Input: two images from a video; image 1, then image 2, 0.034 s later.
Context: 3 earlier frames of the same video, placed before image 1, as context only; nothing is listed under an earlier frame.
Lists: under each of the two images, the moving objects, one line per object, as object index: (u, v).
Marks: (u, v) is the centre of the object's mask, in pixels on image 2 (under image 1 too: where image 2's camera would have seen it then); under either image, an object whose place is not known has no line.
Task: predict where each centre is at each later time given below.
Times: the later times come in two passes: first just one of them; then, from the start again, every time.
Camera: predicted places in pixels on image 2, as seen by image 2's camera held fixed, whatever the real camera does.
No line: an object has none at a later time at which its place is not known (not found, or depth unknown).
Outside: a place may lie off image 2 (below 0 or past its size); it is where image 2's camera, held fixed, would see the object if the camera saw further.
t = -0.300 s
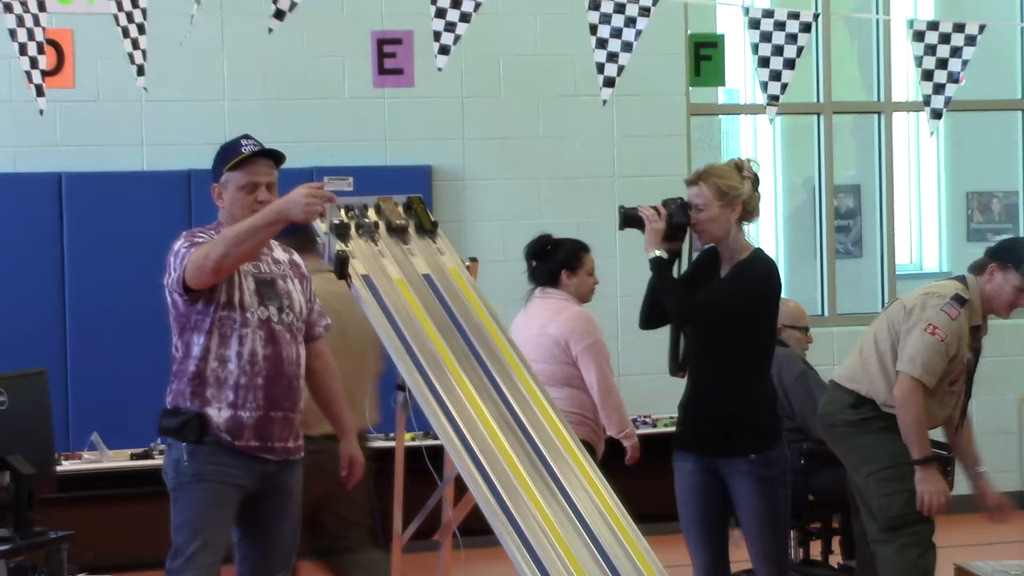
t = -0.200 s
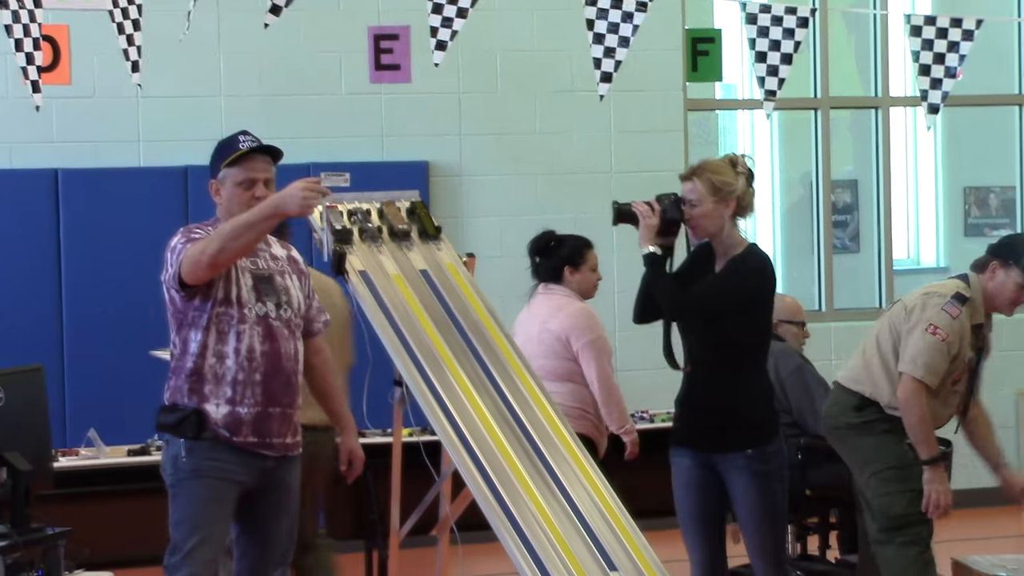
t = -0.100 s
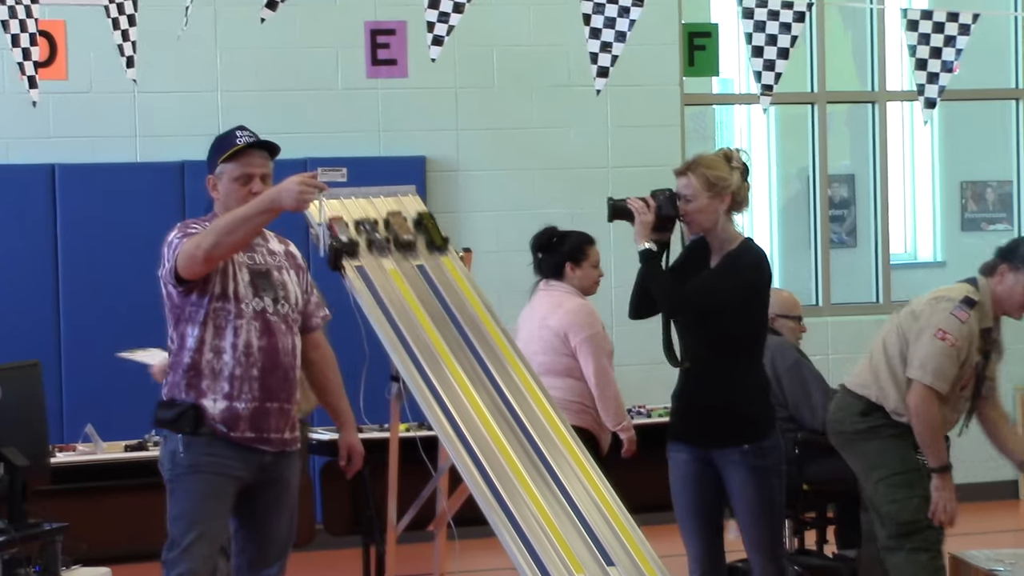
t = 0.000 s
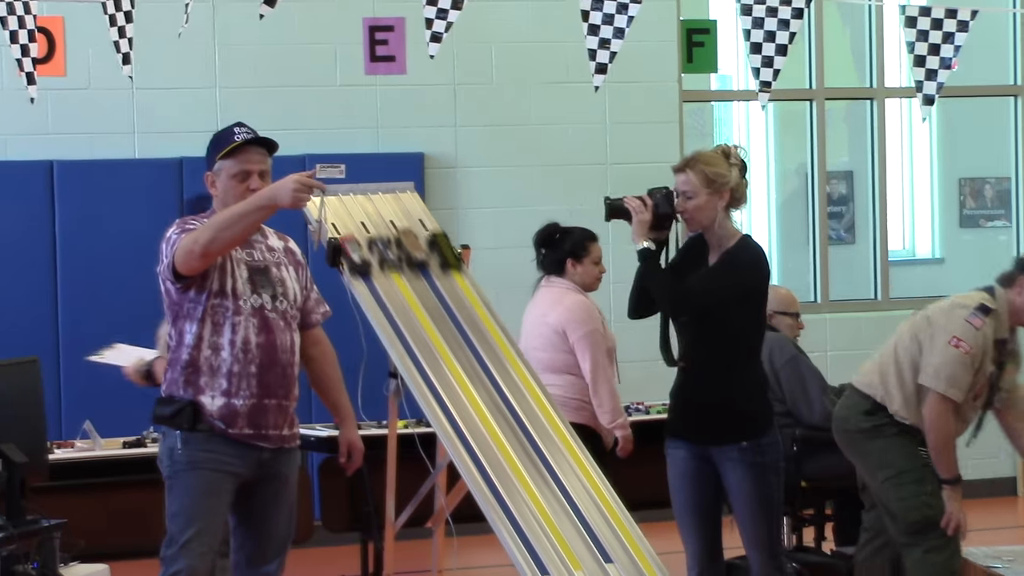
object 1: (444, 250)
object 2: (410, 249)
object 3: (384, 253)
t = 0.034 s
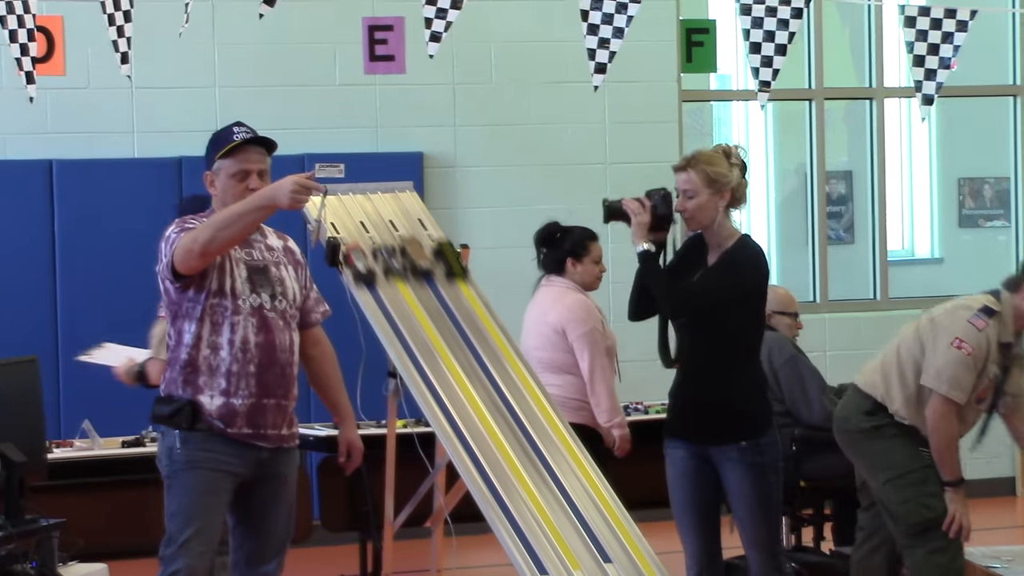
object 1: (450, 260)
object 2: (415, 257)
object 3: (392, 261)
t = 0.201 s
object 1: (490, 320)
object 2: (453, 314)
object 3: (430, 318)
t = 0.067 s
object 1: (456, 270)
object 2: (422, 266)
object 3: (397, 271)
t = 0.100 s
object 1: (465, 282)
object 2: (429, 278)
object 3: (408, 282)
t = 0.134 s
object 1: (473, 293)
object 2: (436, 289)
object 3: (414, 293)
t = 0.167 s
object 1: (481, 306)
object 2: (444, 301)
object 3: (418, 305)
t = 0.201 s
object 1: (490, 320)
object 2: (453, 314)
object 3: (430, 318)
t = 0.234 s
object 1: (501, 335)
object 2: (462, 328)
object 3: (436, 332)
